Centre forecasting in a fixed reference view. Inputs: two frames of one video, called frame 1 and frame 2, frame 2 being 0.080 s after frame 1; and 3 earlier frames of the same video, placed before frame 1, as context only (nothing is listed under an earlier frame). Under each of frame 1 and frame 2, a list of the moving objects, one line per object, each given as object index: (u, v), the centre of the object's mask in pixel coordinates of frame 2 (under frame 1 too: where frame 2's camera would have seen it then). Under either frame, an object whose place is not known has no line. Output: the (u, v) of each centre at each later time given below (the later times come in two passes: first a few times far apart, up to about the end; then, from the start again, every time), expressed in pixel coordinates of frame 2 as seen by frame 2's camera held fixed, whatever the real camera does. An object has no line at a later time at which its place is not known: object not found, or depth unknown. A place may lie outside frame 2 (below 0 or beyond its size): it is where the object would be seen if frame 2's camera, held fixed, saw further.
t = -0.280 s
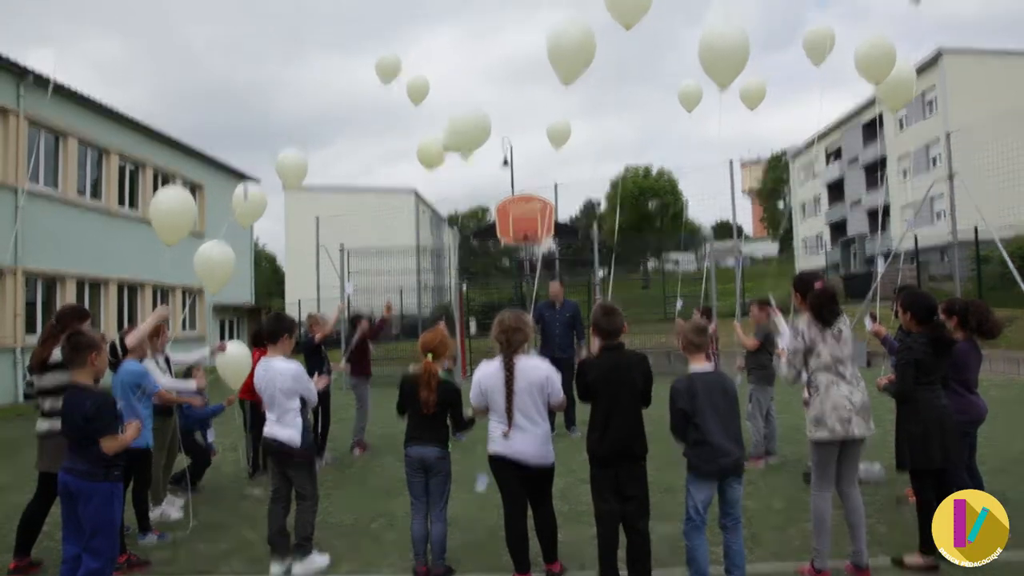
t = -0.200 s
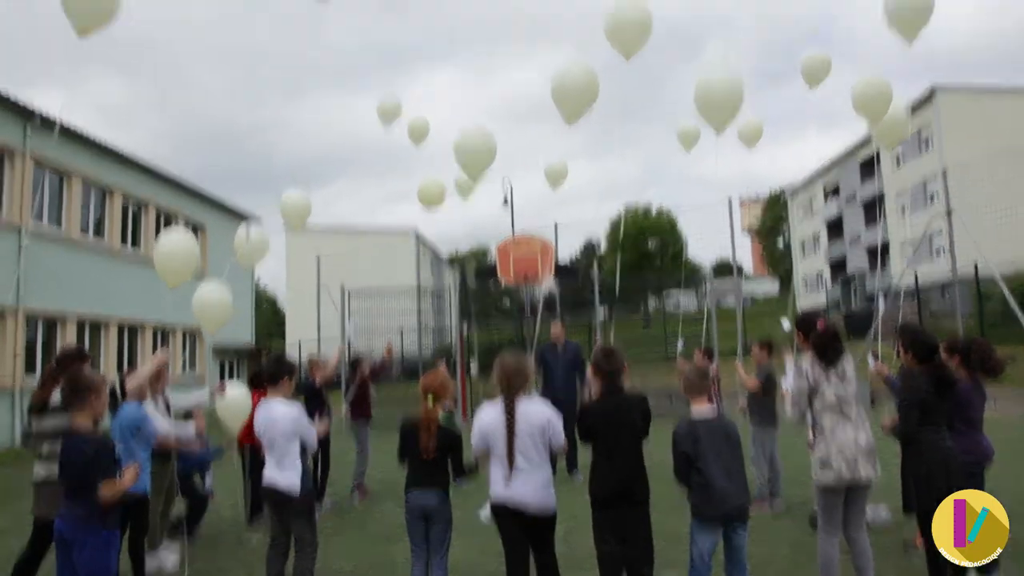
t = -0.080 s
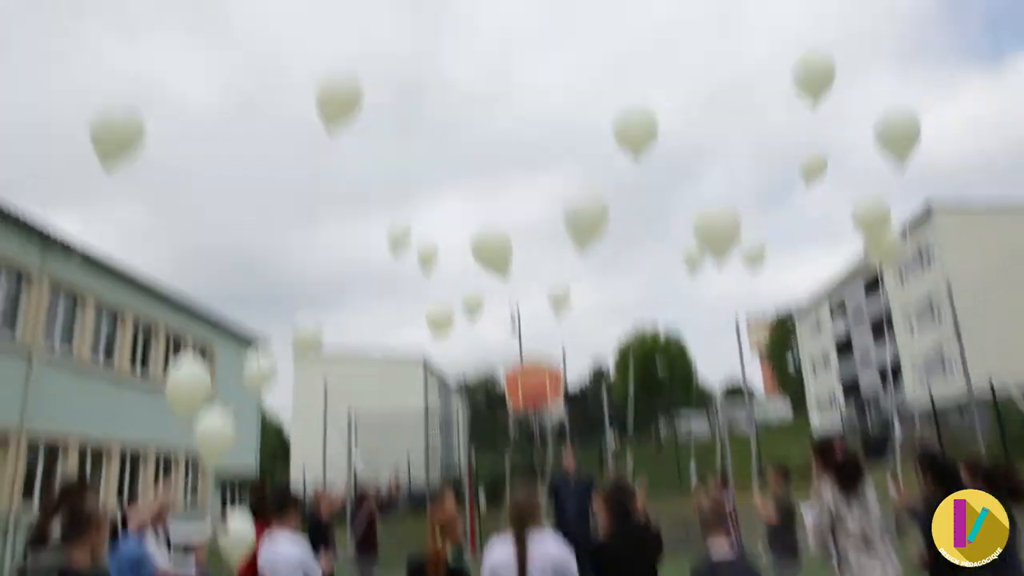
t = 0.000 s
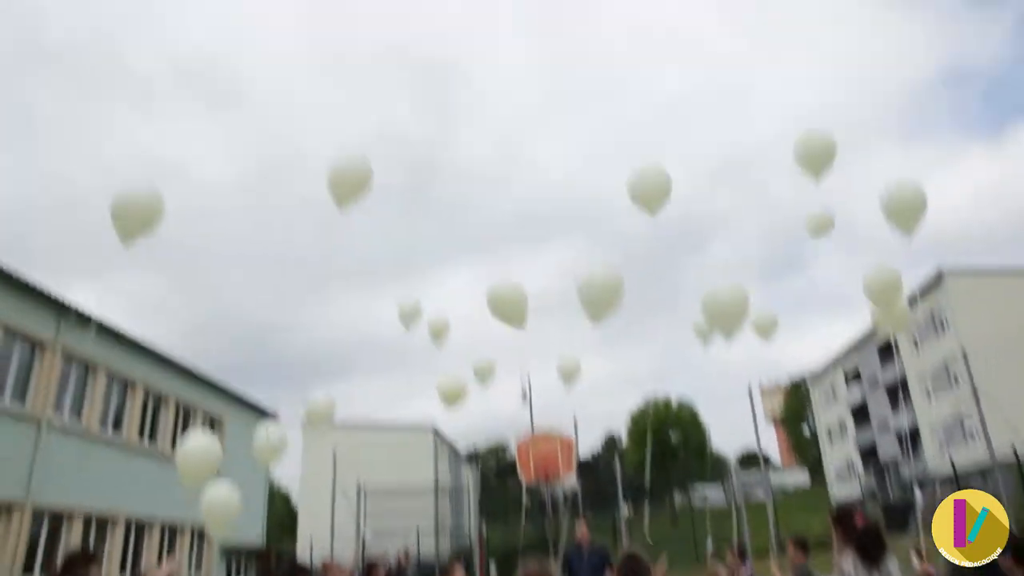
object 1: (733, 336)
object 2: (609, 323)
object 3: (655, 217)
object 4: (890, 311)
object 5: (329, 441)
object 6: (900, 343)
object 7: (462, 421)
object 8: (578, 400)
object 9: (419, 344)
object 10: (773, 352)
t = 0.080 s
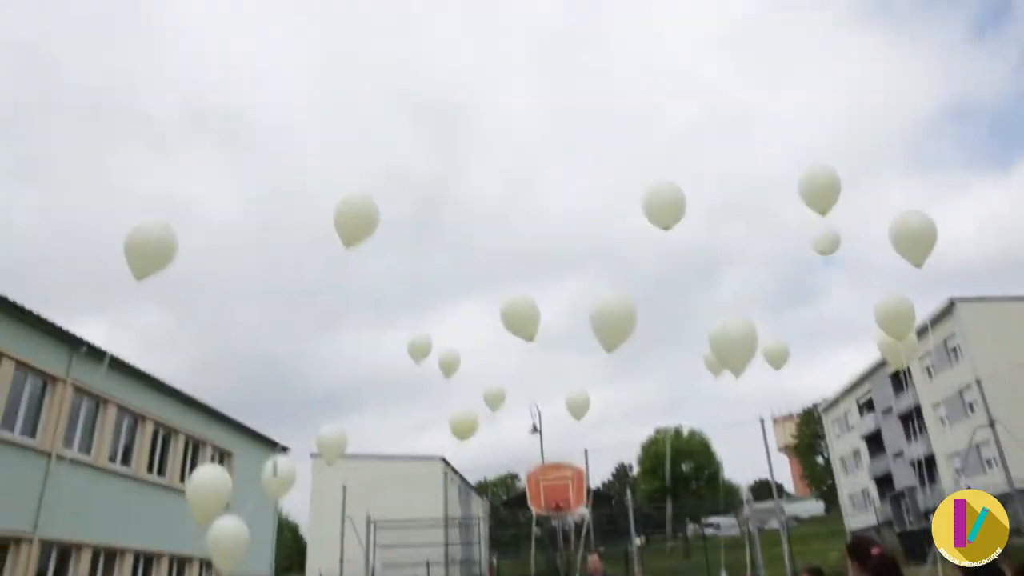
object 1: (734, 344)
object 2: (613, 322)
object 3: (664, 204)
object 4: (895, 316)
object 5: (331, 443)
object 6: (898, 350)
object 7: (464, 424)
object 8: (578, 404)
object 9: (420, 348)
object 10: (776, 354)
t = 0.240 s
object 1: (732, 349)
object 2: (622, 302)
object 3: (682, 170)
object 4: (901, 315)
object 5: (332, 444)
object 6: (892, 349)
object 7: (467, 426)
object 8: (577, 407)
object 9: (419, 350)
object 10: (780, 353)
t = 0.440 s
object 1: (729, 341)
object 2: (632, 263)
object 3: (706, 136)
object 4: (907, 310)
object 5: (333, 440)
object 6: (887, 342)
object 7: (472, 426)
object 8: (576, 410)
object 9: (420, 350)
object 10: (782, 343)
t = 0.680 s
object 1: (733, 294)
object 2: (654, 203)
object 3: (734, 112)
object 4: (921, 302)
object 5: (336, 416)
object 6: (885, 312)
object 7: (480, 426)
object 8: (575, 410)
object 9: (422, 346)
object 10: (788, 317)
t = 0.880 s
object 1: (751, 243)
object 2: (688, 158)
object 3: (752, 92)
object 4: (930, 284)
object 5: (344, 383)
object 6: (891, 272)
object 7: (486, 425)
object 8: (575, 405)
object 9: (428, 340)
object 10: (795, 293)
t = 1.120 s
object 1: (777, 200)
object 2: (731, 113)
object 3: (767, 59)
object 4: (942, 243)
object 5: (359, 334)
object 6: (895, 221)
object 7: (496, 424)
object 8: (576, 384)
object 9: (440, 322)
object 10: (802, 261)
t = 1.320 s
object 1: (792, 170)
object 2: (753, 72)
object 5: (375, 297)
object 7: (504, 420)
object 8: (580, 357)
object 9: (452, 301)
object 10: (804, 231)
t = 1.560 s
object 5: (399, 262)
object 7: (517, 406)
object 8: (588, 318)
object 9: (466, 271)
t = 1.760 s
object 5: (422, 238)
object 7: (528, 396)
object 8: (596, 293)
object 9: (475, 248)
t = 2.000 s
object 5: (449, 210)
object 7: (534, 392)
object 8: (603, 266)
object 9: (483, 222)
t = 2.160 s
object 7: (537, 393)
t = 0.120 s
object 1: (734, 346)
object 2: (616, 319)
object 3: (669, 196)
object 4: (897, 316)
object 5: (332, 443)
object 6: (896, 350)
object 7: (465, 425)
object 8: (578, 404)
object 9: (420, 348)
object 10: (778, 354)
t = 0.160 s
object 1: (734, 347)
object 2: (618, 315)
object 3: (673, 188)
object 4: (899, 314)
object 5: (332, 444)
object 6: (895, 350)
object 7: (466, 425)
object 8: (577, 406)
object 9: (420, 349)
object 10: (778, 354)
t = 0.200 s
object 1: (732, 348)
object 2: (620, 308)
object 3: (677, 179)
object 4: (900, 315)
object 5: (333, 444)
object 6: (892, 350)
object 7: (466, 426)
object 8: (577, 406)
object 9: (420, 350)
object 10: (779, 353)
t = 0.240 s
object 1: (732, 349)
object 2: (622, 302)
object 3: (682, 170)
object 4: (901, 315)
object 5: (332, 444)
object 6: (892, 349)
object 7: (467, 426)
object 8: (577, 407)
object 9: (419, 350)
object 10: (780, 353)
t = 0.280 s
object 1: (731, 348)
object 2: (623, 296)
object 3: (686, 162)
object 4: (902, 314)
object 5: (332, 444)
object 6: (891, 349)
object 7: (467, 426)
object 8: (576, 407)
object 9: (419, 350)
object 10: (780, 352)
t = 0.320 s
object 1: (730, 347)
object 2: (625, 289)
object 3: (691, 155)
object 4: (903, 313)
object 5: (332, 444)
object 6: (890, 348)
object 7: (468, 426)
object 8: (576, 408)
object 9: (419, 350)
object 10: (780, 351)
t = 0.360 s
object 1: (729, 346)
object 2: (627, 282)
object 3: (696, 148)
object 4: (904, 312)
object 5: (333, 444)
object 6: (890, 348)
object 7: (469, 426)
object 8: (576, 408)
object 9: (419, 350)
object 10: (781, 349)
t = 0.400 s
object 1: (729, 345)
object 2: (630, 274)
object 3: (701, 142)
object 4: (906, 311)
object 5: (333, 443)
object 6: (888, 345)
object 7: (471, 426)
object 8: (576, 409)
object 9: (419, 350)
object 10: (781, 346)
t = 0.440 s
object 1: (729, 341)
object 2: (632, 263)
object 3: (706, 136)
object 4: (907, 310)
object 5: (333, 440)
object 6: (887, 342)
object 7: (472, 426)
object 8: (576, 410)
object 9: (420, 350)
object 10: (782, 343)
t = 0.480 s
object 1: (728, 337)
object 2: (634, 253)
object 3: (711, 131)
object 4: (908, 309)
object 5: (334, 438)
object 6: (886, 339)
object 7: (473, 425)
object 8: (575, 409)
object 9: (420, 349)
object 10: (783, 340)
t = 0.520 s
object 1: (728, 332)
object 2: (636, 243)
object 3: (716, 127)
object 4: (910, 308)
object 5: (335, 434)
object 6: (885, 335)
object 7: (475, 425)
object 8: (575, 409)
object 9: (420, 349)
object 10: (783, 335)
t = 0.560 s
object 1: (729, 325)
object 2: (639, 233)
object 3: (720, 122)
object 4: (912, 306)
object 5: (335, 430)
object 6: (884, 330)
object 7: (476, 426)
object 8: (575, 409)
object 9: (420, 348)
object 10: (784, 331)
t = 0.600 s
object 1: (730, 314)
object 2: (643, 222)
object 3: (725, 118)
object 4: (915, 304)
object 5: (335, 426)
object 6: (884, 325)
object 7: (477, 426)
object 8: (575, 410)
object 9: (421, 347)
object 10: (785, 326)
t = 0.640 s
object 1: (731, 303)
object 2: (648, 212)
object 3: (730, 115)
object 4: (918, 303)
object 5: (336, 421)
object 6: (885, 318)
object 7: (479, 426)
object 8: (575, 409)
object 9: (422, 347)
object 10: (786, 322)
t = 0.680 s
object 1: (733, 294)
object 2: (654, 203)
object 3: (734, 112)
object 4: (921, 302)
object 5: (336, 416)
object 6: (885, 312)
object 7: (480, 426)
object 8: (575, 410)
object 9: (422, 346)
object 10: (788, 317)
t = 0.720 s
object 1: (736, 283)
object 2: (660, 193)
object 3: (738, 108)
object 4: (923, 300)
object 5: (337, 410)
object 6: (886, 304)
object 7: (481, 426)
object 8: (575, 410)
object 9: (423, 345)
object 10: (790, 313)
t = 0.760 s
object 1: (740, 274)
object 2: (667, 184)
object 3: (742, 104)
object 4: (924, 297)
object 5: (339, 403)
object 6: (887, 298)
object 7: (482, 426)
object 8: (575, 410)
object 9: (424, 344)
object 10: (791, 308)
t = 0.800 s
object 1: (744, 263)
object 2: (674, 175)
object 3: (746, 100)
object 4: (927, 293)
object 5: (340, 397)
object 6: (889, 289)
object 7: (484, 426)
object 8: (575, 409)
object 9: (425, 343)
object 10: (792, 303)
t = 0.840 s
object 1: (747, 252)
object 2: (681, 166)
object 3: (748, 96)
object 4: (928, 289)
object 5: (342, 390)
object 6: (890, 280)
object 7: (485, 426)
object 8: (575, 407)
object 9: (426, 342)
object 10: (794, 298)
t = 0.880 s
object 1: (751, 243)
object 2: (688, 158)
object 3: (752, 92)
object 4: (930, 284)
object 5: (344, 383)
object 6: (891, 272)
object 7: (486, 425)
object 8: (575, 405)
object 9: (428, 340)
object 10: (795, 293)
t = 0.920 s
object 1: (755, 234)
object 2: (696, 150)
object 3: (754, 87)
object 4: (932, 278)
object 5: (346, 376)
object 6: (892, 263)
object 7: (488, 425)
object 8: (575, 403)
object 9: (429, 338)
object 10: (796, 288)
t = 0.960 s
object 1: (760, 228)
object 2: (703, 143)
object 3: (757, 82)
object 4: (934, 272)
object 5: (349, 366)
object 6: (892, 254)
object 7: (489, 424)
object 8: (575, 400)
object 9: (431, 336)
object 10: (798, 282)
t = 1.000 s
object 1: (765, 220)
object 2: (711, 136)
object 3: (760, 76)
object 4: (937, 265)
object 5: (351, 358)
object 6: (892, 245)
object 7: (491, 424)
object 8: (575, 395)
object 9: (433, 333)
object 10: (799, 276)
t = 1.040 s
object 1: (769, 213)
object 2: (718, 128)
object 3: (762, 71)
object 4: (939, 258)
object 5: (354, 350)
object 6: (894, 236)
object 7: (493, 424)
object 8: (575, 392)
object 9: (435, 329)
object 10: (800, 271)
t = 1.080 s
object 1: (773, 207)
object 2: (725, 121)
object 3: (765, 65)
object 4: (941, 251)
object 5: (356, 342)
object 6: (894, 229)
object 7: (494, 424)
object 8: (576, 388)
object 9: (438, 326)
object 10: (801, 267)
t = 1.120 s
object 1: (777, 200)
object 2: (731, 113)
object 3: (767, 59)
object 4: (942, 243)
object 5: (359, 334)
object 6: (895, 221)
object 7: (496, 424)
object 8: (576, 384)
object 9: (440, 322)
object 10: (802, 261)
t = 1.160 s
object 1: (780, 194)
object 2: (736, 106)
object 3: (769, 53)
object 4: (944, 235)
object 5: (362, 325)
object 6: (895, 214)
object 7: (497, 423)
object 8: (577, 379)
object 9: (443, 319)
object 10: (802, 255)
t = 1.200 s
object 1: (782, 188)
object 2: (740, 98)
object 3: (771, 47)
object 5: (365, 317)
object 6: (896, 208)
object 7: (499, 423)
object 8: (577, 373)
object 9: (445, 315)
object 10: (803, 249)
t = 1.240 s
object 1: (785, 182)
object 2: (745, 90)
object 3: (773, 40)
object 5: (369, 310)
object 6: (897, 200)
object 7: (501, 422)
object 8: (578, 368)
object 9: (448, 309)
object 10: (803, 242)
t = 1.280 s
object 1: (789, 176)
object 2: (749, 81)
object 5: (372, 303)
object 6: (899, 193)
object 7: (502, 421)
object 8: (579, 362)
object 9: (450, 305)
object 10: (804, 236)
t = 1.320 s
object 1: (792, 170)
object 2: (753, 72)
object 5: (375, 297)
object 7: (504, 420)
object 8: (580, 357)
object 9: (452, 301)
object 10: (804, 231)
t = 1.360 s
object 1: (795, 164)
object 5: (379, 292)
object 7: (506, 417)
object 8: (581, 351)
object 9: (455, 296)
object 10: (804, 226)
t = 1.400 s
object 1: (798, 157)
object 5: (383, 286)
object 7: (508, 416)
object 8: (582, 342)
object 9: (457, 291)
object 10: (804, 221)
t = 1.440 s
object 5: (387, 278)
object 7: (510, 414)
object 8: (584, 337)
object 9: (459, 285)
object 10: (803, 215)
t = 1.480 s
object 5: (391, 272)
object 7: (513, 411)
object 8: (585, 331)
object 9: (462, 281)
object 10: (803, 211)
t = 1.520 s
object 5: (395, 268)
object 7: (515, 408)
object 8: (586, 325)
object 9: (464, 277)
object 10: (803, 205)
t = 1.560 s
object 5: (399, 262)
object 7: (517, 406)
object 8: (588, 318)
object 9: (466, 271)
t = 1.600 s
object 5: (404, 257)
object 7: (520, 404)
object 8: (589, 313)
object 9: (468, 267)
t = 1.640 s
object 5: (408, 251)
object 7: (522, 401)
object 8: (591, 308)
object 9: (470, 262)
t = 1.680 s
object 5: (412, 245)
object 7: (524, 398)
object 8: (592, 303)
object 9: (472, 256)
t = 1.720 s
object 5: (416, 242)
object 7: (526, 396)
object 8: (594, 298)
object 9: (473, 252)
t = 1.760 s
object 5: (422, 238)
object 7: (528, 396)
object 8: (596, 293)
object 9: (475, 248)
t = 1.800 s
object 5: (427, 233)
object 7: (529, 396)
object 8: (598, 288)
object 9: (477, 243)
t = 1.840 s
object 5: (431, 227)
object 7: (530, 395)
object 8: (599, 284)
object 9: (479, 238)
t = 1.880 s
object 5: (435, 222)
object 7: (531, 394)
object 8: (600, 279)
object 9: (480, 233)
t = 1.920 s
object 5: (439, 218)
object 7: (532, 392)
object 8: (601, 276)
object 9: (481, 229)
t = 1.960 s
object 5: (444, 214)
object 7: (533, 392)
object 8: (602, 271)
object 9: (482, 225)
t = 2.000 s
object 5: (449, 210)
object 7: (534, 392)
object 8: (603, 266)
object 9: (483, 222)
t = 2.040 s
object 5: (452, 203)
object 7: (534, 393)
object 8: (603, 261)
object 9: (484, 216)
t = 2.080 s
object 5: (456, 198)
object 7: (535, 393)
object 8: (603, 256)
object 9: (484, 212)
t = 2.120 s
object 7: (536, 393)
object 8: (604, 250)
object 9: (486, 208)
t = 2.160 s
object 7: (537, 393)
